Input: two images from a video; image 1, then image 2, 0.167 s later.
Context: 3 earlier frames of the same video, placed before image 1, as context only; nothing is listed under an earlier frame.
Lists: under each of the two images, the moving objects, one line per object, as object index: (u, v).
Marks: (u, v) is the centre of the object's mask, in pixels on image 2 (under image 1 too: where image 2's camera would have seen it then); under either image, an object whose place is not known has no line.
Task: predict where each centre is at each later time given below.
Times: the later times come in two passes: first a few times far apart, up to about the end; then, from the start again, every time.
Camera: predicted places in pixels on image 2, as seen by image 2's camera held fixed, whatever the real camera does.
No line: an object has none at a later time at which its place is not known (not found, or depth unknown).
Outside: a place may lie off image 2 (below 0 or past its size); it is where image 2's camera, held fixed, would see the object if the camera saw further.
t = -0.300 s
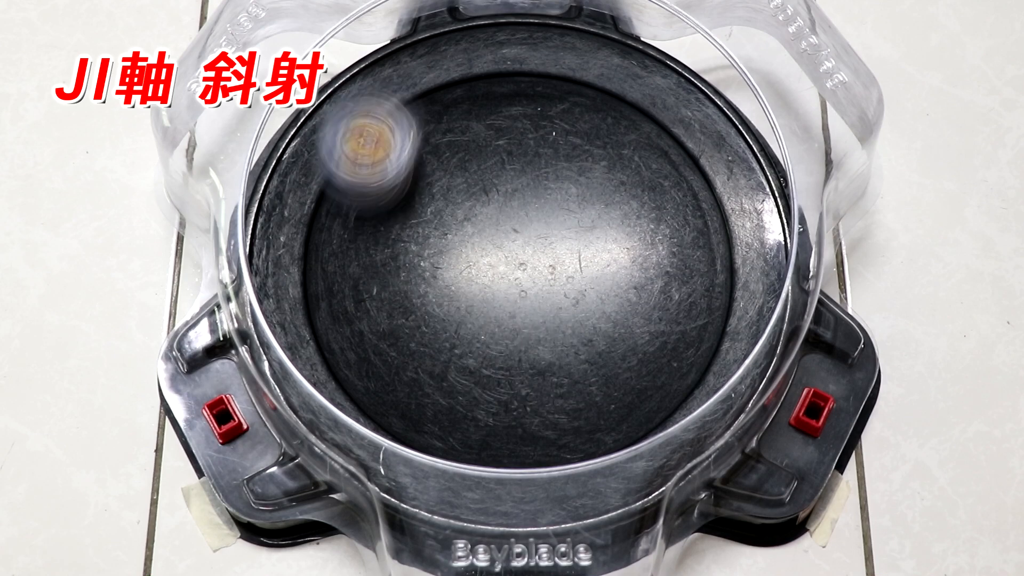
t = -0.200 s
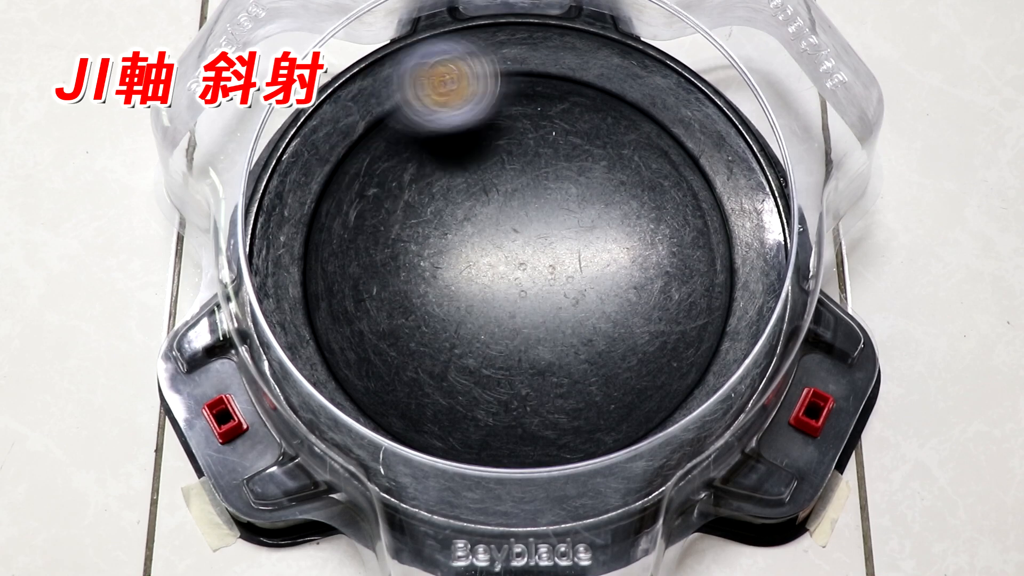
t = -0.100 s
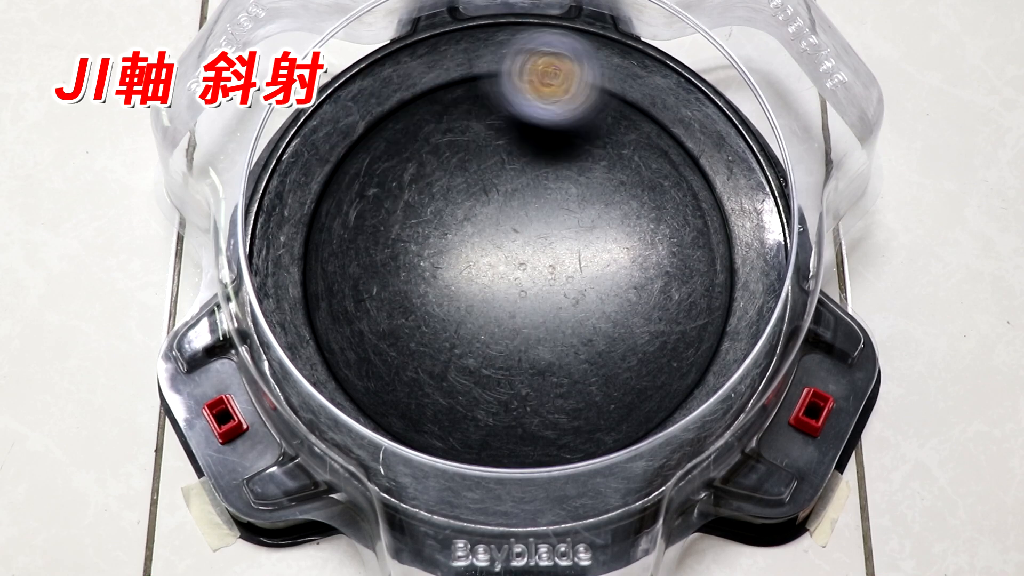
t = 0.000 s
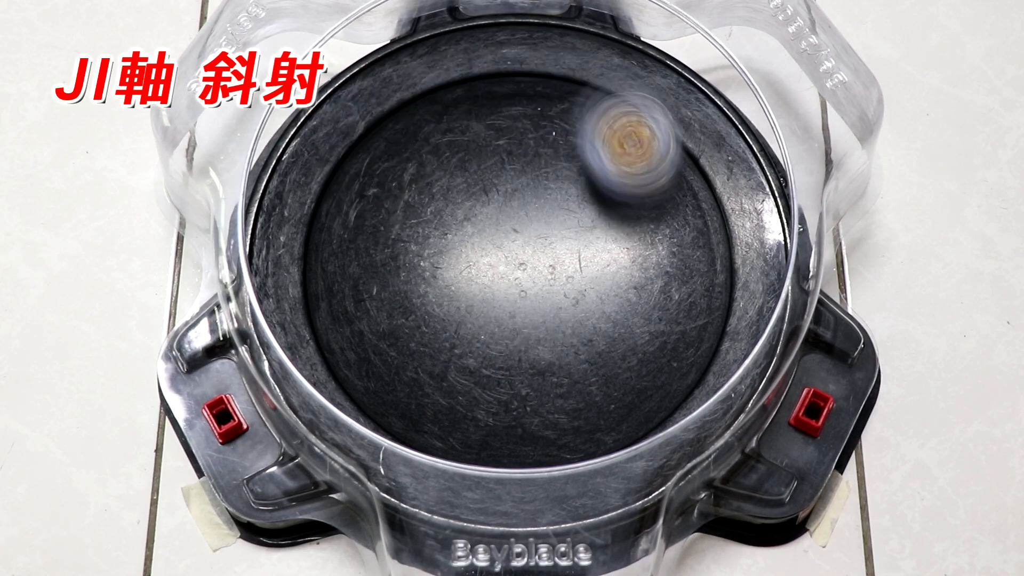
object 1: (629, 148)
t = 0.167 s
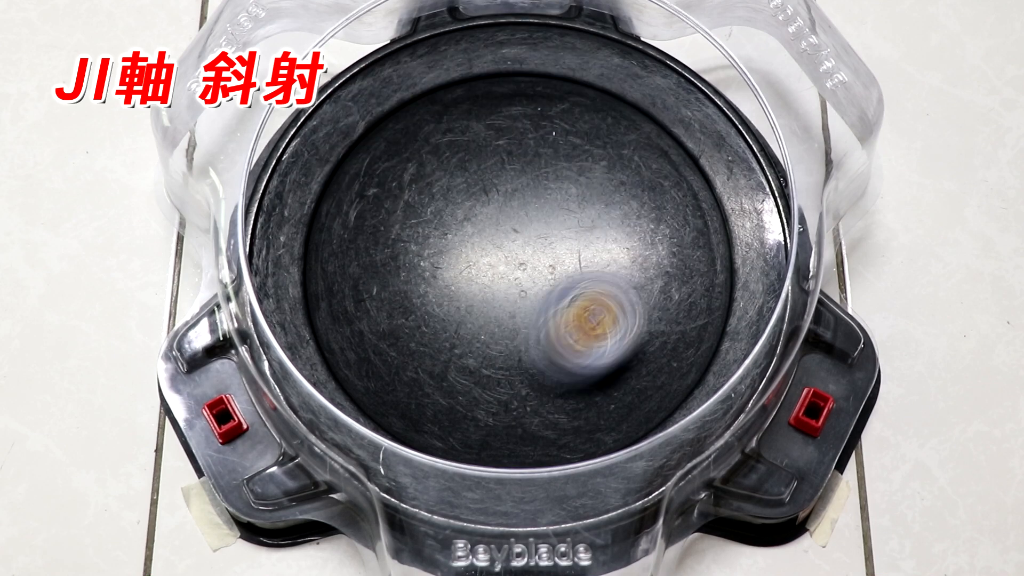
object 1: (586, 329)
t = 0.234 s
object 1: (516, 364)
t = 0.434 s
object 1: (317, 287)
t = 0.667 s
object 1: (444, 118)
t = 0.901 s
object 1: (614, 280)
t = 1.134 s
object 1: (462, 425)
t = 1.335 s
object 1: (341, 289)
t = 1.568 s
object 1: (529, 177)
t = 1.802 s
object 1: (680, 332)
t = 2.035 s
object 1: (511, 427)
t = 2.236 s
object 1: (413, 281)
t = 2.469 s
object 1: (562, 129)
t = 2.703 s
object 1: (713, 239)
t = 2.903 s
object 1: (576, 363)
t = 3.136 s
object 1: (401, 244)
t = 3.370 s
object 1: (488, 89)
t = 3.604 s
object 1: (629, 212)
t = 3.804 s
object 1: (522, 352)
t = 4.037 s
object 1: (348, 285)
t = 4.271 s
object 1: (450, 157)
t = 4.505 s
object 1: (606, 277)
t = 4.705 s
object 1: (540, 405)
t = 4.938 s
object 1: (403, 321)
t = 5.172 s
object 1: (525, 193)
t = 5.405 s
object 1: (673, 271)
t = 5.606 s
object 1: (576, 367)
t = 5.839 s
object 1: (450, 254)
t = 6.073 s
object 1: (539, 130)
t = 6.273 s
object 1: (632, 216)
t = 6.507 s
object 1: (499, 323)
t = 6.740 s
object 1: (392, 222)
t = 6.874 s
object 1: (447, 158)
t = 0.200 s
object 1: (554, 352)
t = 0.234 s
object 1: (516, 364)
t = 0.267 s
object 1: (470, 369)
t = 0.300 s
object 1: (438, 366)
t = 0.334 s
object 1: (398, 355)
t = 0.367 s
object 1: (365, 336)
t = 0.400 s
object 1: (339, 317)
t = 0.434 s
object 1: (317, 287)
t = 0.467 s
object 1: (312, 257)
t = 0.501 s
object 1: (324, 227)
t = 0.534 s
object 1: (337, 194)
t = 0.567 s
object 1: (356, 164)
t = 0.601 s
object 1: (377, 142)
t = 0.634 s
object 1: (407, 126)
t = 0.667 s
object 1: (444, 118)
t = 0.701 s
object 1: (477, 119)
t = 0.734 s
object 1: (510, 128)
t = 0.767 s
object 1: (547, 151)
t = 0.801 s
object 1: (573, 175)
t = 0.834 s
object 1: (590, 203)
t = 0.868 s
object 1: (607, 243)
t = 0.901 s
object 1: (614, 280)
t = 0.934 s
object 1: (611, 314)
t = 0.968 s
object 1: (600, 350)
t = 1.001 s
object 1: (578, 381)
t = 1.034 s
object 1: (559, 400)
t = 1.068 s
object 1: (525, 417)
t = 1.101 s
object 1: (495, 424)
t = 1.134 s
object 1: (462, 425)
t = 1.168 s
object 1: (421, 414)
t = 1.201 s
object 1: (397, 401)
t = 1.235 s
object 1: (371, 377)
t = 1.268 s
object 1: (350, 349)
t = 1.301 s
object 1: (341, 321)
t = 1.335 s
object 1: (341, 289)
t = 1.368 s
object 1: (350, 257)
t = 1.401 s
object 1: (366, 233)
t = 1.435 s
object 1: (391, 209)
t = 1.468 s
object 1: (424, 189)
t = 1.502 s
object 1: (460, 179)
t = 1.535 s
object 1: (494, 174)
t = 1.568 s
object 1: (529, 177)
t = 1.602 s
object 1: (564, 184)
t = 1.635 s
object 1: (594, 197)
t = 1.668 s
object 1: (626, 219)
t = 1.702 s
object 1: (652, 243)
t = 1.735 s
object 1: (670, 269)
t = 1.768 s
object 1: (679, 301)
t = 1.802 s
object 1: (680, 332)
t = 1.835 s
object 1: (676, 357)
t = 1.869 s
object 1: (659, 381)
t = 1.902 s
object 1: (643, 408)
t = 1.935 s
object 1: (616, 424)
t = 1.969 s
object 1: (580, 437)
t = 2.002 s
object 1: (547, 438)
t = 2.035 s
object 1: (511, 427)
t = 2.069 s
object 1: (476, 416)
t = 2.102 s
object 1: (453, 400)
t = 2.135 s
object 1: (431, 372)
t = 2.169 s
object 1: (416, 340)
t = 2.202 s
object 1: (412, 314)
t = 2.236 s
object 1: (413, 281)
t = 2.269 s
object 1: (420, 248)
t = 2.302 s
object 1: (436, 218)
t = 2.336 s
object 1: (454, 193)
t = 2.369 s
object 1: (478, 168)
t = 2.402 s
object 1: (504, 150)
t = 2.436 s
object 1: (530, 137)
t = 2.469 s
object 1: (562, 129)
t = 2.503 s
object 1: (590, 126)
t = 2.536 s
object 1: (621, 130)
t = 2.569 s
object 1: (650, 142)
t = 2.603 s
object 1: (676, 160)
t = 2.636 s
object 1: (694, 180)
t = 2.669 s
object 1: (707, 208)
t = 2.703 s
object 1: (713, 239)
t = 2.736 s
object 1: (708, 269)
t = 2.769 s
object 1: (695, 297)
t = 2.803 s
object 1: (674, 323)
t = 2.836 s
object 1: (646, 344)
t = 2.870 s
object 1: (612, 356)
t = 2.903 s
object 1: (576, 363)
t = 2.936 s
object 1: (544, 362)
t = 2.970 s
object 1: (506, 352)
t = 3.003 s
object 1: (478, 338)
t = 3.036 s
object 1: (450, 320)
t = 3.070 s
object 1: (428, 296)
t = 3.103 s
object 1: (412, 272)
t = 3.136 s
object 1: (401, 244)
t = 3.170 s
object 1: (397, 213)
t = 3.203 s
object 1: (399, 183)
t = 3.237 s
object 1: (407, 162)
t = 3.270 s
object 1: (421, 135)
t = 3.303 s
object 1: (439, 115)
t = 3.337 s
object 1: (459, 99)
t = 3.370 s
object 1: (488, 89)
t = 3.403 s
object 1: (517, 87)
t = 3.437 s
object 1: (543, 91)
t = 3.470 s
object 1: (571, 104)
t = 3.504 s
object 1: (596, 126)
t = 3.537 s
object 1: (612, 148)
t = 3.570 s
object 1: (624, 179)
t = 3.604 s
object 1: (629, 212)
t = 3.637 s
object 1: (625, 242)
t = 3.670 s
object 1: (616, 271)
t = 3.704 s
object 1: (597, 302)
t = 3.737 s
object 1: (575, 323)
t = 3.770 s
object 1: (548, 341)
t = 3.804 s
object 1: (522, 352)
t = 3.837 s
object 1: (491, 359)
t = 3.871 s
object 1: (458, 359)
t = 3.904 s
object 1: (431, 354)
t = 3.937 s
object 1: (401, 344)
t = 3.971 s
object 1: (378, 327)
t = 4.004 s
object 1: (361, 308)
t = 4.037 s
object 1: (348, 285)
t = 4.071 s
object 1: (343, 260)
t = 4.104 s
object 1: (346, 233)
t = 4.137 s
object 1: (354, 211)
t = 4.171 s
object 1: (373, 187)
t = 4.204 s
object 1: (395, 171)
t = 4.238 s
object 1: (418, 162)
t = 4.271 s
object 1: (450, 157)
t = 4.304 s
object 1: (482, 160)
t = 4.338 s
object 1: (509, 168)
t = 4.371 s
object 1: (536, 182)
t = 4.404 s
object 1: (561, 201)
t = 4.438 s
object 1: (579, 221)
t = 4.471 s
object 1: (593, 246)
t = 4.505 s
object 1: (606, 277)
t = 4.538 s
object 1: (609, 301)
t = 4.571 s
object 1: (607, 328)
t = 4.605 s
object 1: (599, 354)
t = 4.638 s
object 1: (587, 372)
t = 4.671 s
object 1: (567, 392)
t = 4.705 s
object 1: (540, 405)
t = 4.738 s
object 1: (518, 412)
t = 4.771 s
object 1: (487, 411)
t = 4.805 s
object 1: (460, 402)
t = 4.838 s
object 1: (439, 391)
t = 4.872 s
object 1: (419, 368)
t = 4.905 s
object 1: (407, 344)
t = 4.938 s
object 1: (403, 321)
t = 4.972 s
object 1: (406, 292)
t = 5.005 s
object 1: (415, 268)
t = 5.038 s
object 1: (429, 247)
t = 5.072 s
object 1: (449, 225)
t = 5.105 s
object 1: (474, 211)
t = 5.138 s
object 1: (499, 200)
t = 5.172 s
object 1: (525, 193)
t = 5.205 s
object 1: (551, 190)
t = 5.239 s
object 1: (577, 192)
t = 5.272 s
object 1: (606, 199)
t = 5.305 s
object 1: (630, 210)
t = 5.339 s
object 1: (649, 223)
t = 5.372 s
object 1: (663, 246)
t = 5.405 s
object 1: (673, 271)
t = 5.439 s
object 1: (674, 291)
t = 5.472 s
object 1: (668, 313)
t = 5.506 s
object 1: (651, 336)
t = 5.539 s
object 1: (629, 352)
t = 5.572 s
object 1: (604, 364)
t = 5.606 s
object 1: (576, 367)
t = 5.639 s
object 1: (550, 364)
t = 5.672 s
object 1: (520, 356)
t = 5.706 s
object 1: (497, 340)
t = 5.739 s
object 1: (478, 323)
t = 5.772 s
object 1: (463, 301)
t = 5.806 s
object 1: (452, 276)
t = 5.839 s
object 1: (450, 254)
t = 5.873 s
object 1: (450, 228)
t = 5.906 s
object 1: (456, 203)
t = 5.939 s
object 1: (465, 183)
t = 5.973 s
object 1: (480, 161)
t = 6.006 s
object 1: (499, 146)
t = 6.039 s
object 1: (518, 137)
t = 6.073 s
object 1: (539, 130)
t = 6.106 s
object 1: (565, 131)
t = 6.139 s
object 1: (585, 137)
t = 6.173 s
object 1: (605, 150)
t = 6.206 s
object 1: (620, 169)
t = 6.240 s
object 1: (630, 193)
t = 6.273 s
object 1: (632, 216)
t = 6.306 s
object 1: (627, 245)
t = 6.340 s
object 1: (616, 267)
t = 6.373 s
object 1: (596, 287)
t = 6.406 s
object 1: (576, 304)
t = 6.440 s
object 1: (550, 316)
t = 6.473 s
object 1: (527, 320)
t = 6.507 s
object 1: (499, 323)
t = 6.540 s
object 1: (474, 318)
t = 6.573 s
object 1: (448, 309)
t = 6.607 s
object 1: (429, 296)
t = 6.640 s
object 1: (410, 280)
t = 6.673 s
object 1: (398, 263)
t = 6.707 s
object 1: (392, 237)
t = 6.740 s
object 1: (392, 222)
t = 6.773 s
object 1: (398, 199)
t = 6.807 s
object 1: (410, 180)
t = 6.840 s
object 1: (427, 167)
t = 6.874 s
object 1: (447, 158)
